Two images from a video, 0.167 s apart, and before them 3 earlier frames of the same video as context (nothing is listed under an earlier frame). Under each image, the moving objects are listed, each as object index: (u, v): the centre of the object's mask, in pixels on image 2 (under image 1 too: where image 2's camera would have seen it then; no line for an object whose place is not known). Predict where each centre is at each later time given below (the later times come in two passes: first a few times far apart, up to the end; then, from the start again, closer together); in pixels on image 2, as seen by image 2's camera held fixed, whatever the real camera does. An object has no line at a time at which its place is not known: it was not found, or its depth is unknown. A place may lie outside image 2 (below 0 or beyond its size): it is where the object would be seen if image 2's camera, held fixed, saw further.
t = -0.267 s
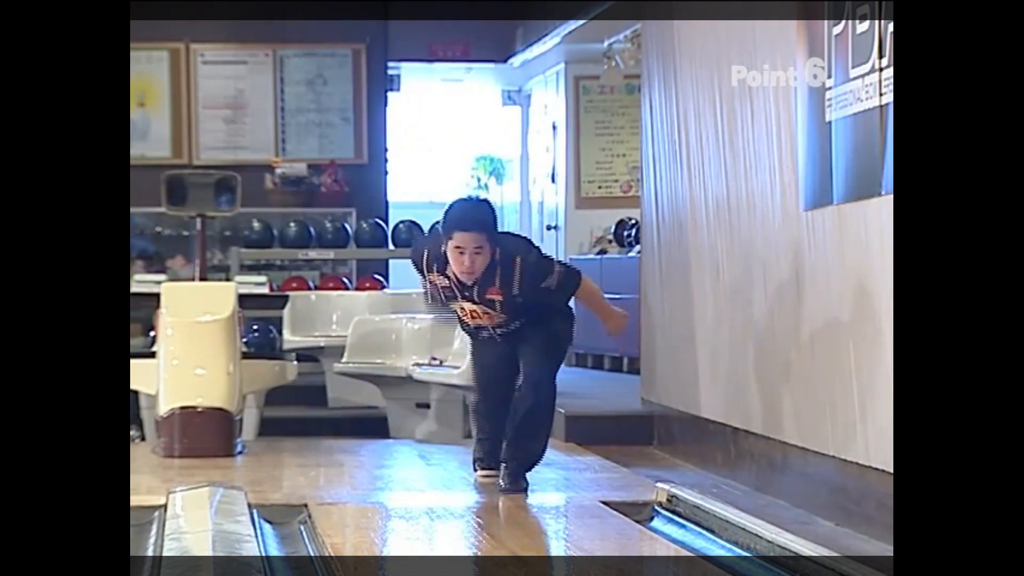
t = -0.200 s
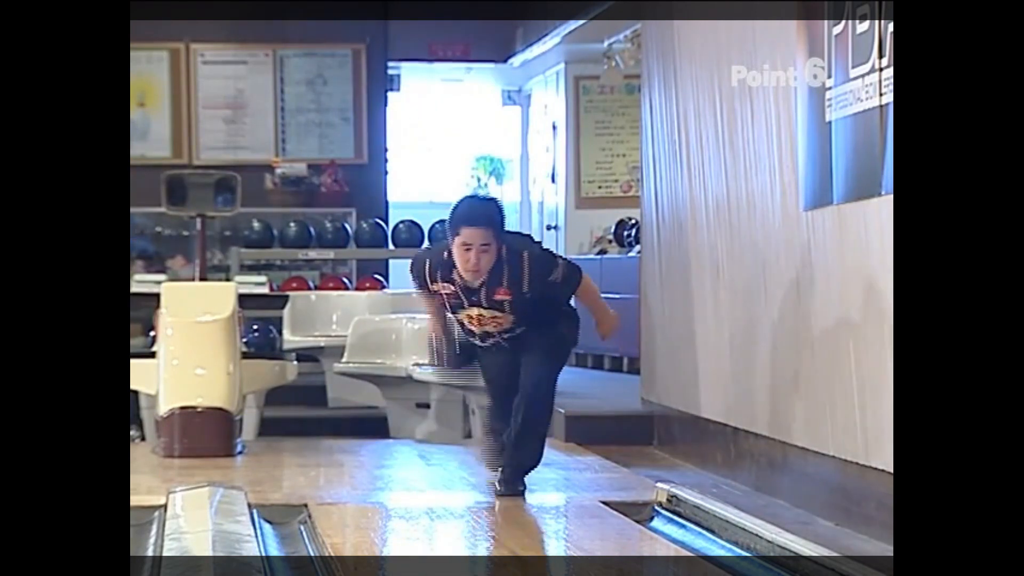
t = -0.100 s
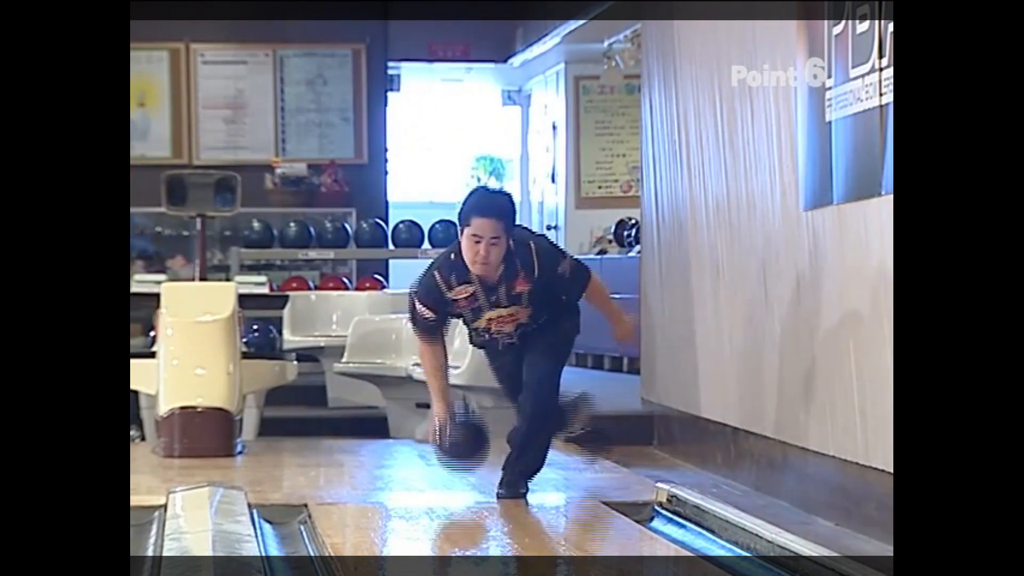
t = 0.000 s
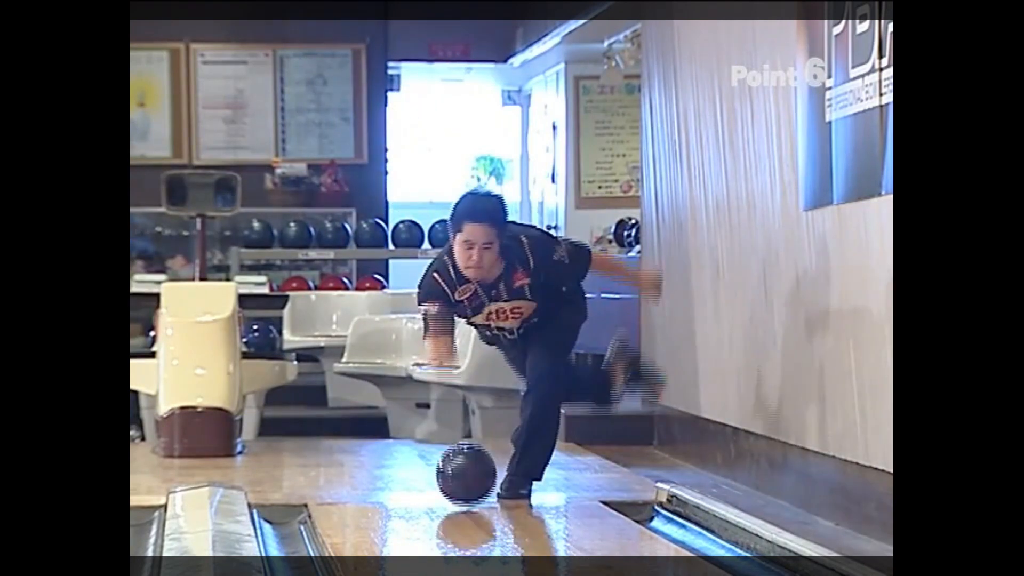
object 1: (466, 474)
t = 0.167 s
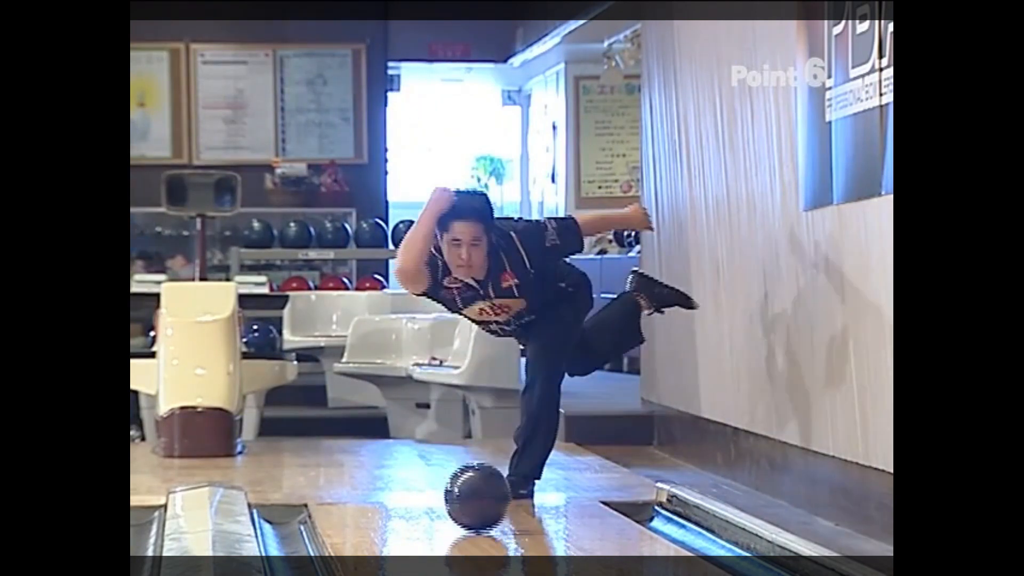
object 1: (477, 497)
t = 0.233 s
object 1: (483, 506)
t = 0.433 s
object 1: (503, 538)
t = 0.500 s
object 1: (512, 546)
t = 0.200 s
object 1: (480, 502)
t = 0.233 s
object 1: (483, 506)
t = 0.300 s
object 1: (489, 516)
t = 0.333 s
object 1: (492, 522)
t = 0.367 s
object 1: (495, 528)
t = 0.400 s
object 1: (499, 533)
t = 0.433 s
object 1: (503, 538)
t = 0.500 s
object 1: (512, 546)
